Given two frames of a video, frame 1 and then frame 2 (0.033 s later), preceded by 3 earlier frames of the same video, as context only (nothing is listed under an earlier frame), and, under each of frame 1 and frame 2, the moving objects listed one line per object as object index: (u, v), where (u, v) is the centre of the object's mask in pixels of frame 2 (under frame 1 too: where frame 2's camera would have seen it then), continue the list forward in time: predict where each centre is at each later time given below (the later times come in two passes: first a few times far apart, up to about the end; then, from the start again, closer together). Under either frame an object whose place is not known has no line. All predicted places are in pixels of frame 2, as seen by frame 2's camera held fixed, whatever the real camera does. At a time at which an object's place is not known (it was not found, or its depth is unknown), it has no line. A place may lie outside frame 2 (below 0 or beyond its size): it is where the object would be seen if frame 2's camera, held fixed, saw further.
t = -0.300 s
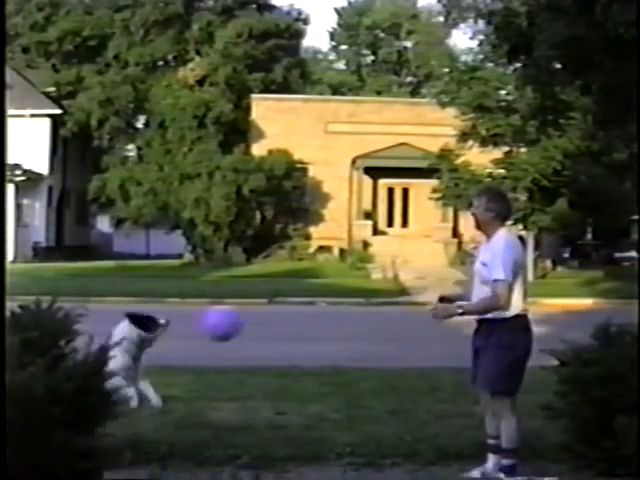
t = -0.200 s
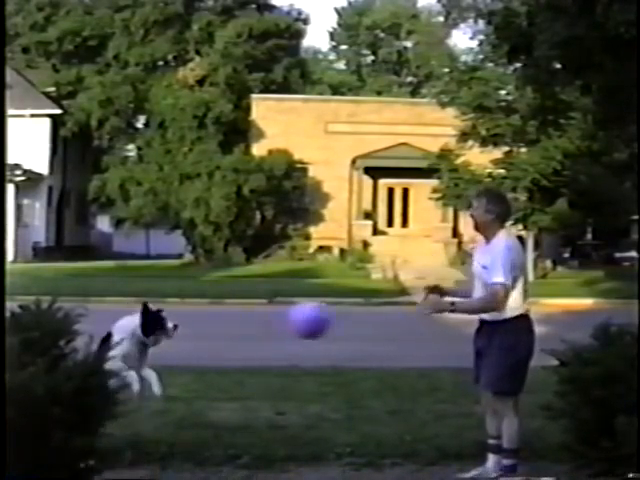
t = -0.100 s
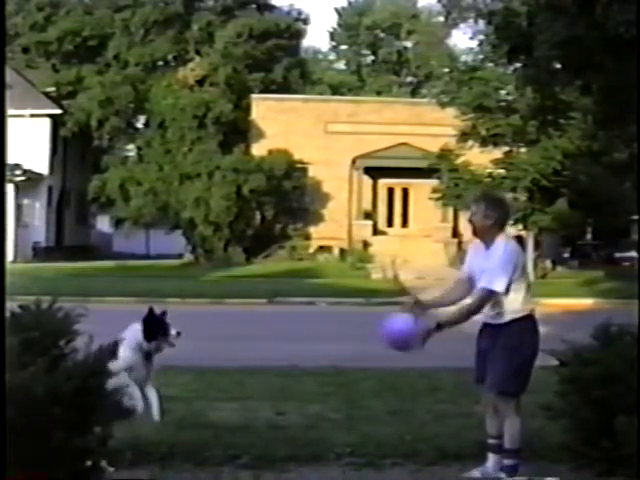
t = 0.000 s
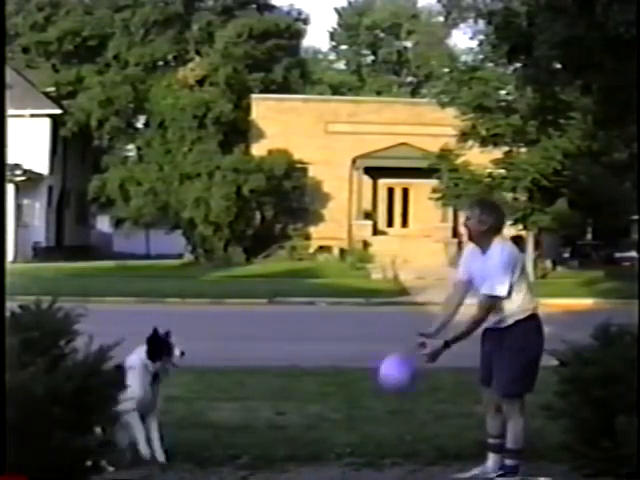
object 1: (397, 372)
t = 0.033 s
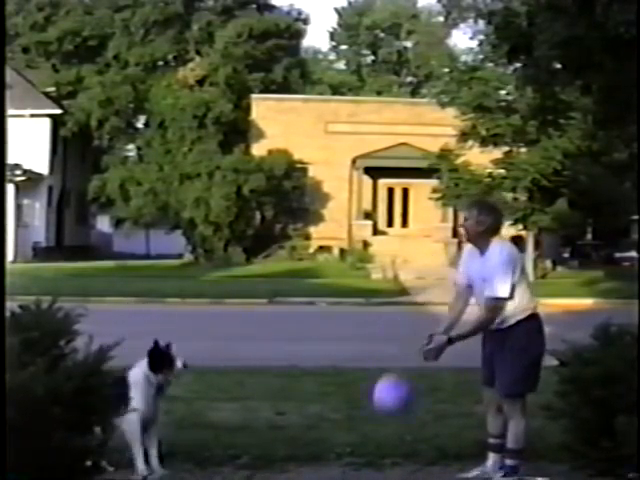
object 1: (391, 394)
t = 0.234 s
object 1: (365, 448)
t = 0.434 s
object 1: (346, 362)
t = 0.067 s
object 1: (387, 417)
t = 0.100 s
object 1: (381, 442)
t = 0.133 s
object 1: (375, 463)
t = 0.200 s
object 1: (369, 462)
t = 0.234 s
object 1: (365, 448)
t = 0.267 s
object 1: (362, 428)
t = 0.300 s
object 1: (359, 411)
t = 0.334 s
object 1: (355, 397)
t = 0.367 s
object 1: (352, 383)
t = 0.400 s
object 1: (349, 371)
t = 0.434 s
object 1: (346, 362)
